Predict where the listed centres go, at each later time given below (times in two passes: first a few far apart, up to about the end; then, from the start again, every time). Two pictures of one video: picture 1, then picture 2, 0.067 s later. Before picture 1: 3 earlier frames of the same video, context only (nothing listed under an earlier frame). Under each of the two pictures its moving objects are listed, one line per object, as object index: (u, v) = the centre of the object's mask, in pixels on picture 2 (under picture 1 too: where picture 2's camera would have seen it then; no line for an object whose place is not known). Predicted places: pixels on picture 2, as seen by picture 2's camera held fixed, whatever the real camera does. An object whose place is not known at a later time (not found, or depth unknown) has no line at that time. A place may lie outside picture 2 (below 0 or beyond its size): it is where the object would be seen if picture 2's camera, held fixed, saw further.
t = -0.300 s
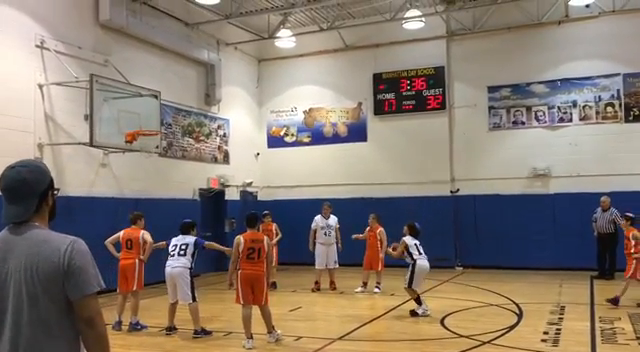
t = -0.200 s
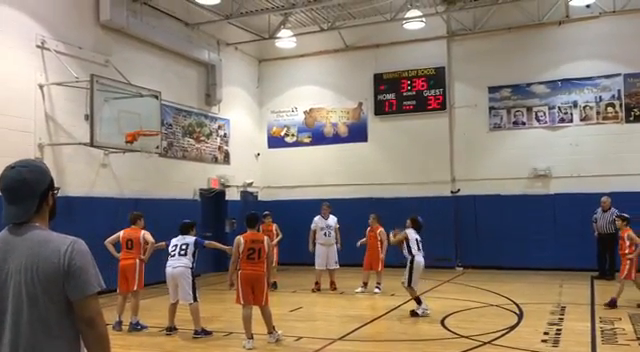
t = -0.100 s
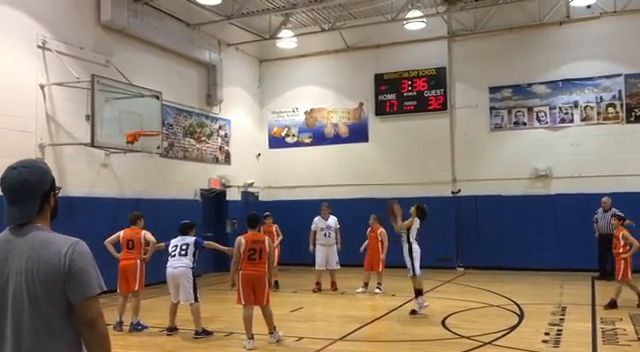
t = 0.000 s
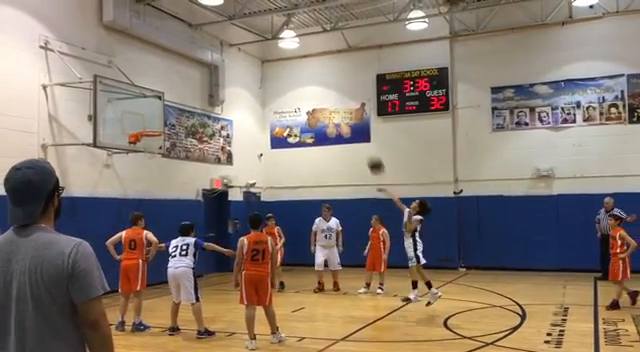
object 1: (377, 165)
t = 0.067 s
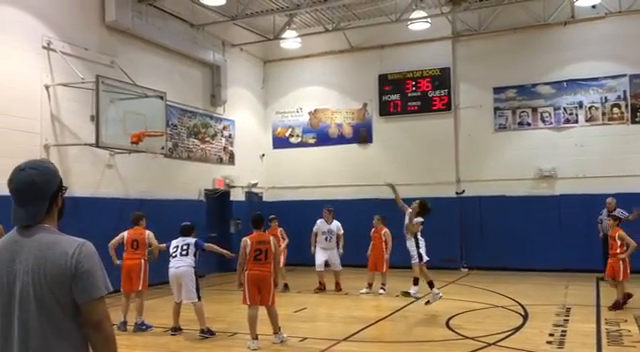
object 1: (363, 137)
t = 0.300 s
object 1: (311, 66)
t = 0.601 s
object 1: (252, 25)
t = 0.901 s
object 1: (198, 36)
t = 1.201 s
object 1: (146, 96)
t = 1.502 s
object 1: (135, 94)
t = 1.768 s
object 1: (132, 75)
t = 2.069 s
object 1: (128, 104)
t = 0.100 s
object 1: (355, 126)
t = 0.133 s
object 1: (347, 113)
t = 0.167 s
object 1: (340, 102)
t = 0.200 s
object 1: (332, 91)
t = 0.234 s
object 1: (325, 82)
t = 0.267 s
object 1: (318, 73)
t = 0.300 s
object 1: (311, 66)
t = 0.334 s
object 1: (305, 58)
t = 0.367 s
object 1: (299, 53)
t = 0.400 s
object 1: (292, 47)
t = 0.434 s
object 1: (284, 42)
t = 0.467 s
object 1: (278, 36)
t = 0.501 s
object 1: (272, 33)
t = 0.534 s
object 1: (265, 30)
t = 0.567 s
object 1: (259, 28)
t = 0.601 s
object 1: (252, 25)
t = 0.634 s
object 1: (246, 24)
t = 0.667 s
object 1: (240, 24)
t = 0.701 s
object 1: (234, 23)
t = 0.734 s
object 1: (228, 24)
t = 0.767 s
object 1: (222, 25)
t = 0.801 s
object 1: (216, 27)
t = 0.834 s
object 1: (209, 29)
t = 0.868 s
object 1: (203, 32)
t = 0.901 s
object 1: (198, 36)
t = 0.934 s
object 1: (192, 40)
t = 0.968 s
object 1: (186, 46)
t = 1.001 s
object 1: (180, 51)
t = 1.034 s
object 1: (174, 57)
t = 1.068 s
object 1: (168, 64)
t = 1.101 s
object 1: (163, 71)
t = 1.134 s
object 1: (157, 78)
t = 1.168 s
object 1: (152, 87)
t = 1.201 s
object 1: (146, 96)
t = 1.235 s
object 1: (141, 105)
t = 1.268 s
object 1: (135, 115)
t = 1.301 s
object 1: (134, 123)
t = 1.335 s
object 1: (136, 124)
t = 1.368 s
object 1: (136, 117)
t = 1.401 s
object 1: (136, 111)
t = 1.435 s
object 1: (136, 105)
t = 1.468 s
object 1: (135, 99)
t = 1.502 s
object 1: (135, 94)
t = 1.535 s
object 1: (135, 90)
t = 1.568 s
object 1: (134, 86)
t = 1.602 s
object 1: (134, 82)
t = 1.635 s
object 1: (133, 80)
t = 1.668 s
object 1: (133, 78)
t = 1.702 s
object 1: (133, 76)
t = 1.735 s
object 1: (132, 75)
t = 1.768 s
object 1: (132, 75)
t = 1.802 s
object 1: (132, 75)
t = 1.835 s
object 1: (131, 76)
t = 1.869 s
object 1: (131, 78)
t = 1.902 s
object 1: (130, 80)
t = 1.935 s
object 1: (129, 83)
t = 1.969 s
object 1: (129, 88)
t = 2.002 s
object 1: (129, 92)
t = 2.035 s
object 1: (129, 98)
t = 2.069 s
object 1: (128, 104)
